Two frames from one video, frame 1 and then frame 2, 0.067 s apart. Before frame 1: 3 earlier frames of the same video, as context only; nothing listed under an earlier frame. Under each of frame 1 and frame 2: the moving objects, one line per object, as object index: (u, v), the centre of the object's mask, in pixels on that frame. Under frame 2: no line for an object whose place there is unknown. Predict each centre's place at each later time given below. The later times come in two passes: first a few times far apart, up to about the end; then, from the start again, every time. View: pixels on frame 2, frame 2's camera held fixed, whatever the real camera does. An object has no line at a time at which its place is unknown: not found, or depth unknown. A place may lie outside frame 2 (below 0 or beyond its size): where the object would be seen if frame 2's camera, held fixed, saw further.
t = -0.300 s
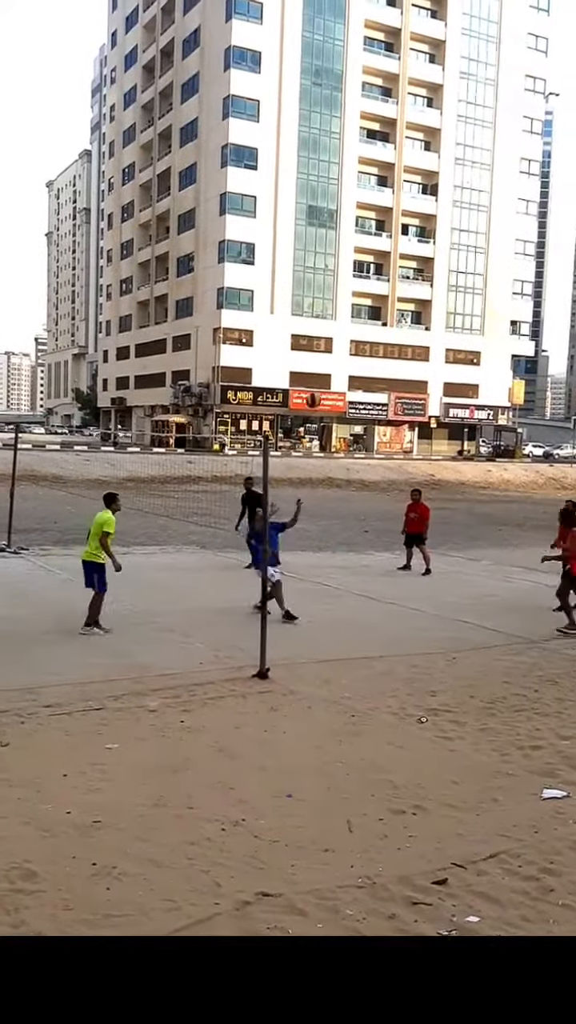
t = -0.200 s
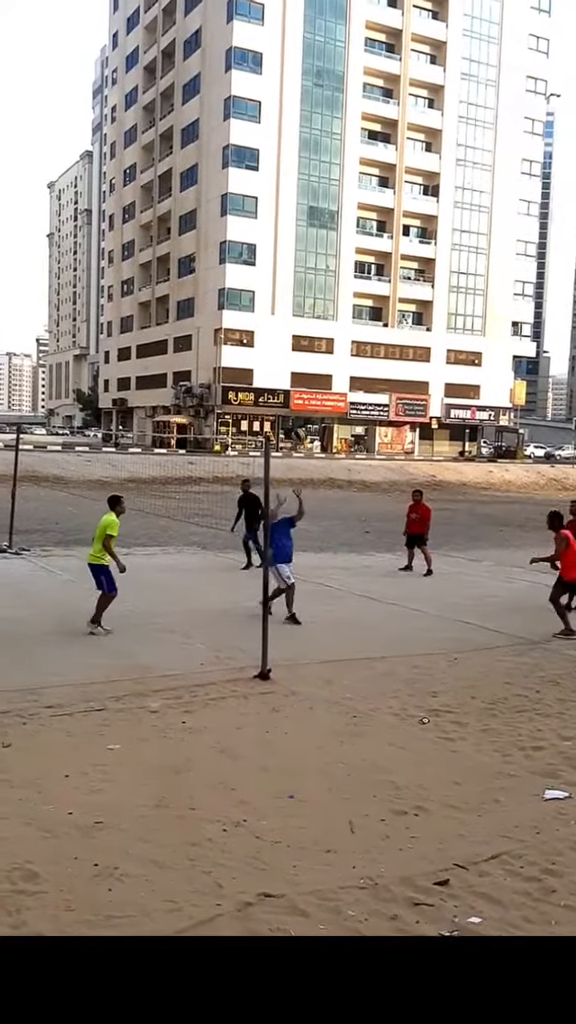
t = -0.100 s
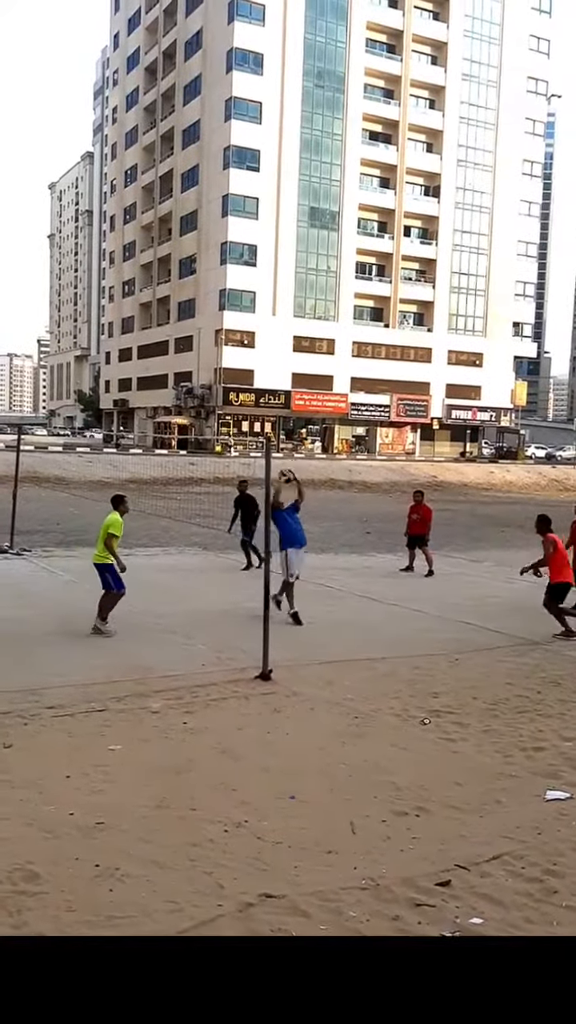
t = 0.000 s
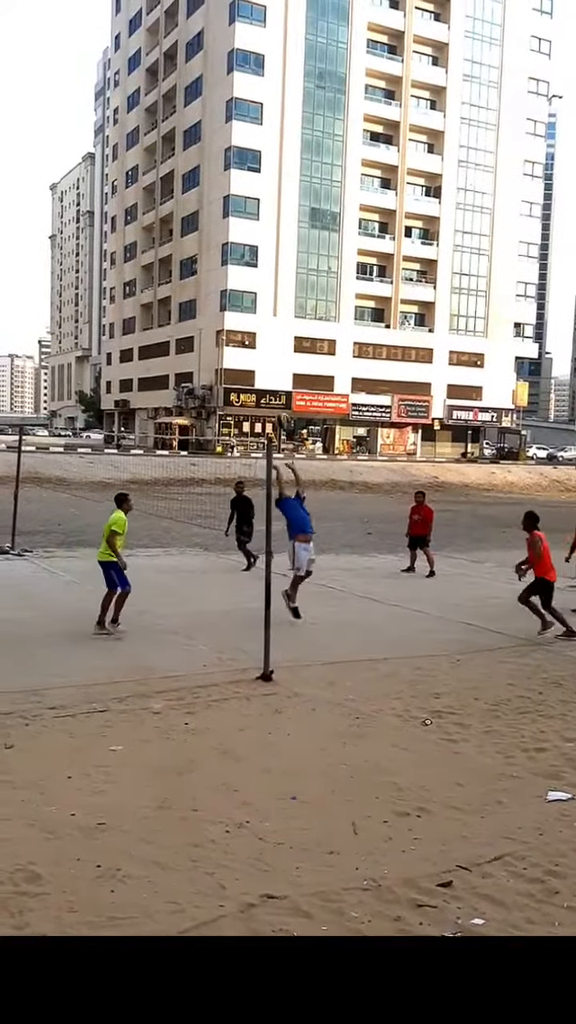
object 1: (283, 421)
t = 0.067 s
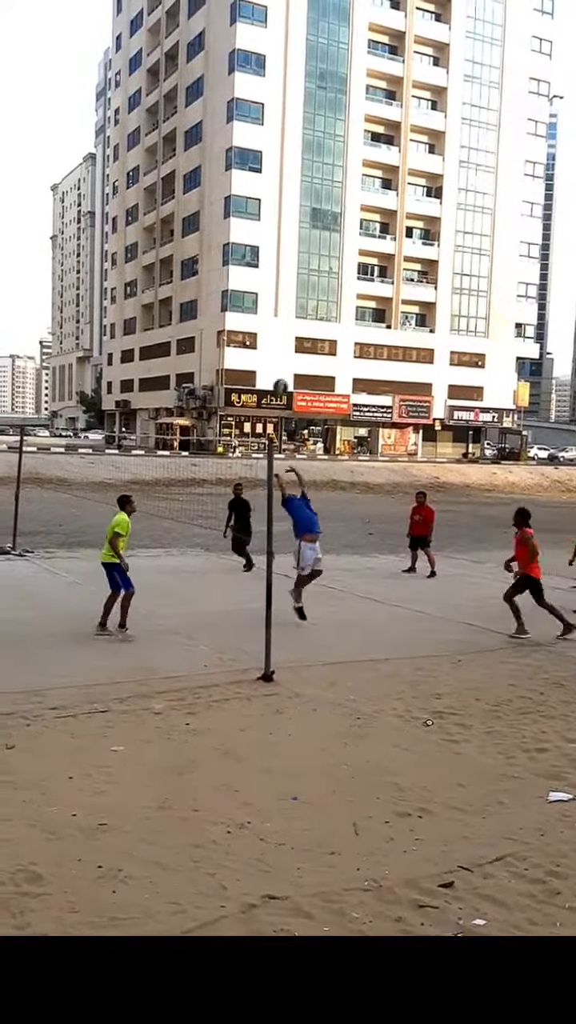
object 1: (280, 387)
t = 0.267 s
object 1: (272, 307)
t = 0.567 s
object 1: (260, 250)
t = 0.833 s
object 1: (248, 255)
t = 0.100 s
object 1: (279, 371)
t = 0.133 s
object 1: (278, 356)
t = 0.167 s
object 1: (276, 342)
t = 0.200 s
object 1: (275, 329)
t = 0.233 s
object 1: (273, 317)
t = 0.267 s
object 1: (272, 307)
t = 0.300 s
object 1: (271, 297)
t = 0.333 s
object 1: (270, 288)
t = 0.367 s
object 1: (269, 279)
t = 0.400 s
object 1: (267, 272)
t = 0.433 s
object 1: (265, 266)
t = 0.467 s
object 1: (264, 260)
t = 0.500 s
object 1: (261, 255)
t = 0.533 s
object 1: (262, 252)
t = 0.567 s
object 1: (260, 250)
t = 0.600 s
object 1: (259, 247)
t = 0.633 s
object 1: (257, 246)
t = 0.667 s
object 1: (256, 245)
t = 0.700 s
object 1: (254, 245)
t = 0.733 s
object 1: (253, 246)
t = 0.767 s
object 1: (252, 248)
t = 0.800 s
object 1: (250, 251)
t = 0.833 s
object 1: (248, 255)
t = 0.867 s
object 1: (247, 257)
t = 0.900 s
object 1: (246, 263)
